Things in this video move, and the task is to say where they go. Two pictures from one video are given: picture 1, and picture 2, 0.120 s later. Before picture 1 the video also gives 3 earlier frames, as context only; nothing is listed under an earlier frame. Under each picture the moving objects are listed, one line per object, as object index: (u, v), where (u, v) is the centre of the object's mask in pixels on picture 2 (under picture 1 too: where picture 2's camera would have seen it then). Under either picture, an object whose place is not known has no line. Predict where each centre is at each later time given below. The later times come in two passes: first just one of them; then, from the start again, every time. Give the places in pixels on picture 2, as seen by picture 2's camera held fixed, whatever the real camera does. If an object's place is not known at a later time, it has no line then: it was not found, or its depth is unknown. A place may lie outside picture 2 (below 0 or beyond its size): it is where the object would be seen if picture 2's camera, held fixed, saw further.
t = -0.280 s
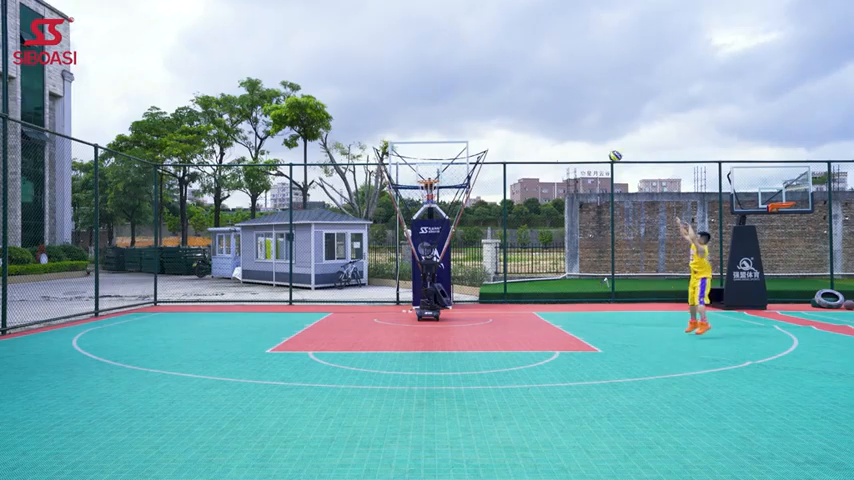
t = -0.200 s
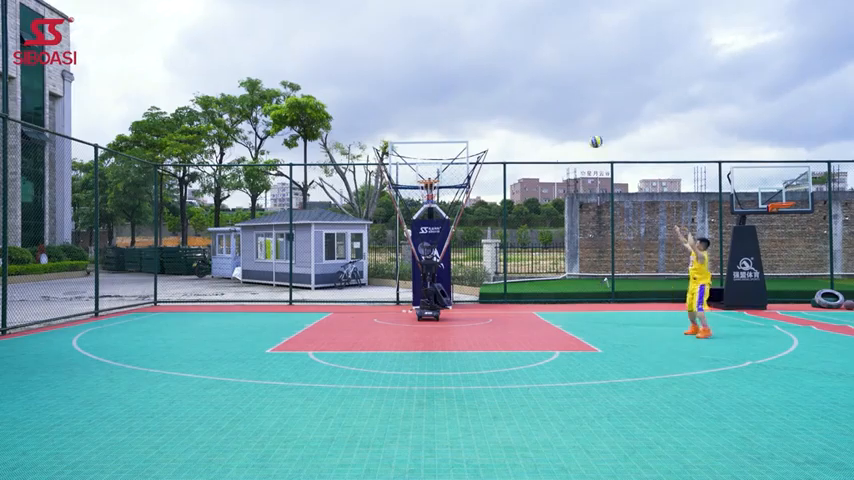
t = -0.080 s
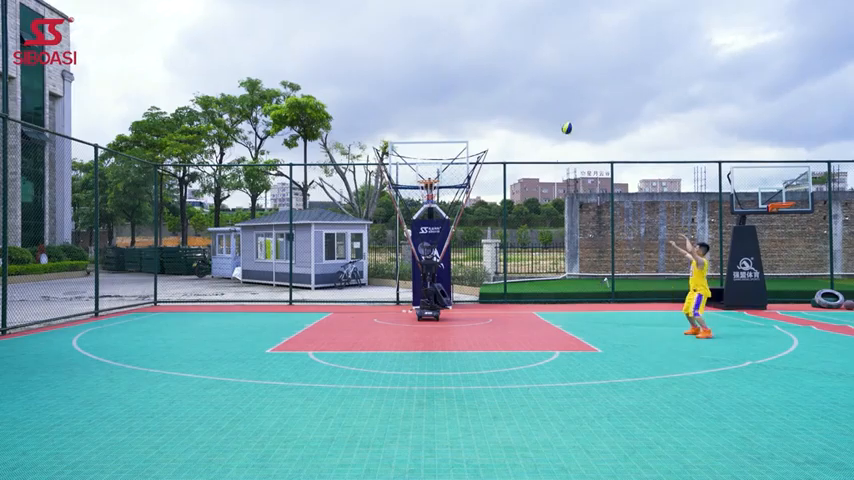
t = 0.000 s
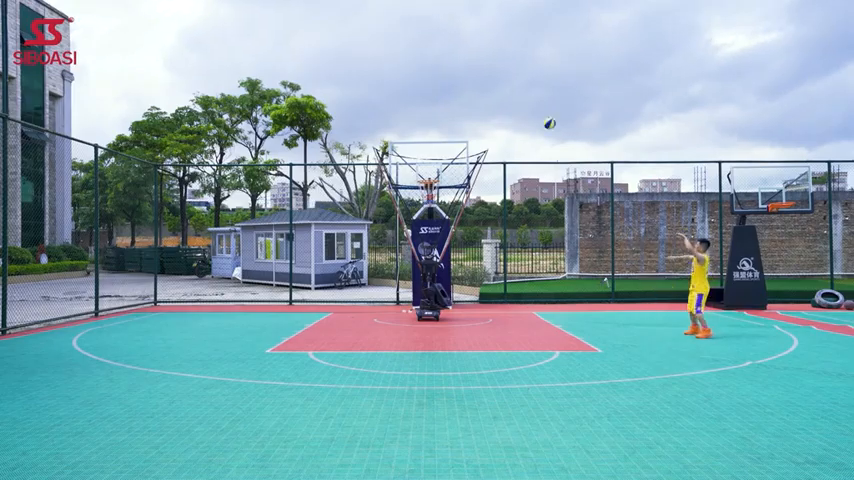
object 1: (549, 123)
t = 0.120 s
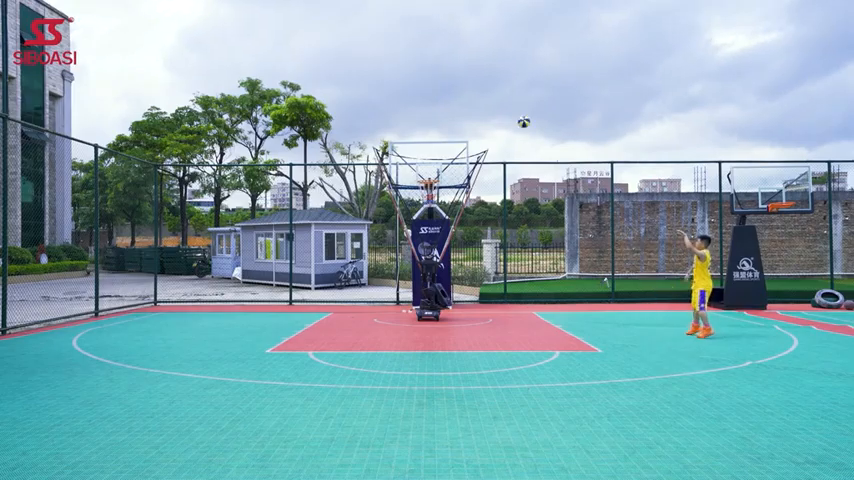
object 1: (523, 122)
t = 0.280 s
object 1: (492, 131)
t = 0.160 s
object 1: (515, 123)
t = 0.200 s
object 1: (507, 125)
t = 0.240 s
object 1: (499, 127)
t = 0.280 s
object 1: (492, 131)
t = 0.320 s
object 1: (484, 135)
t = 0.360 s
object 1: (476, 139)
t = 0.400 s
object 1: (469, 145)
